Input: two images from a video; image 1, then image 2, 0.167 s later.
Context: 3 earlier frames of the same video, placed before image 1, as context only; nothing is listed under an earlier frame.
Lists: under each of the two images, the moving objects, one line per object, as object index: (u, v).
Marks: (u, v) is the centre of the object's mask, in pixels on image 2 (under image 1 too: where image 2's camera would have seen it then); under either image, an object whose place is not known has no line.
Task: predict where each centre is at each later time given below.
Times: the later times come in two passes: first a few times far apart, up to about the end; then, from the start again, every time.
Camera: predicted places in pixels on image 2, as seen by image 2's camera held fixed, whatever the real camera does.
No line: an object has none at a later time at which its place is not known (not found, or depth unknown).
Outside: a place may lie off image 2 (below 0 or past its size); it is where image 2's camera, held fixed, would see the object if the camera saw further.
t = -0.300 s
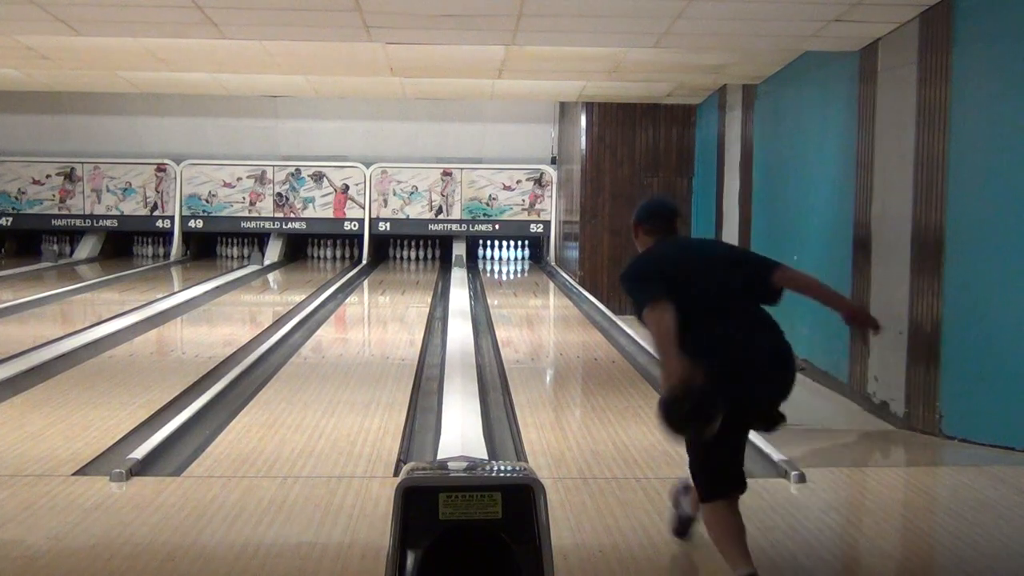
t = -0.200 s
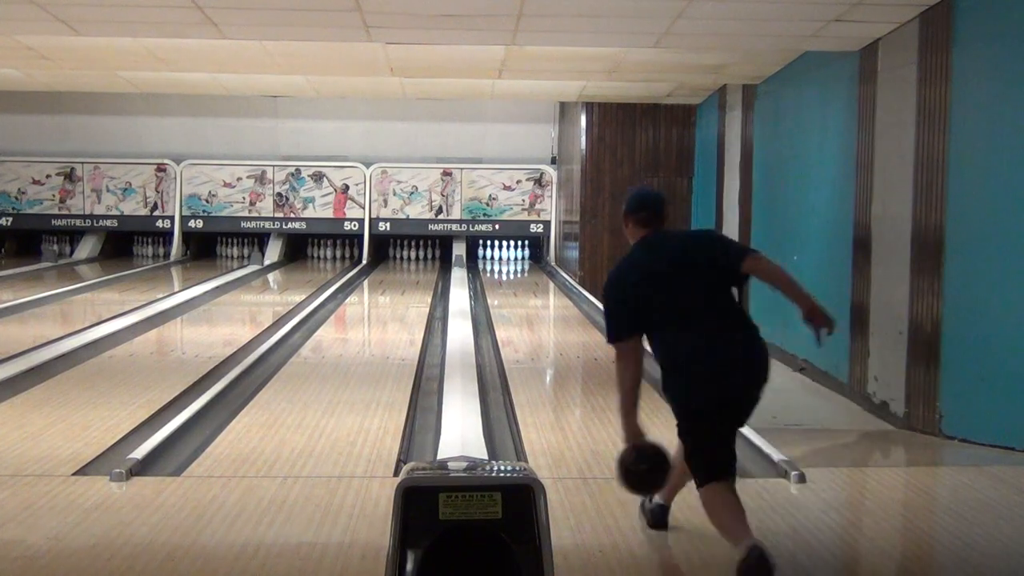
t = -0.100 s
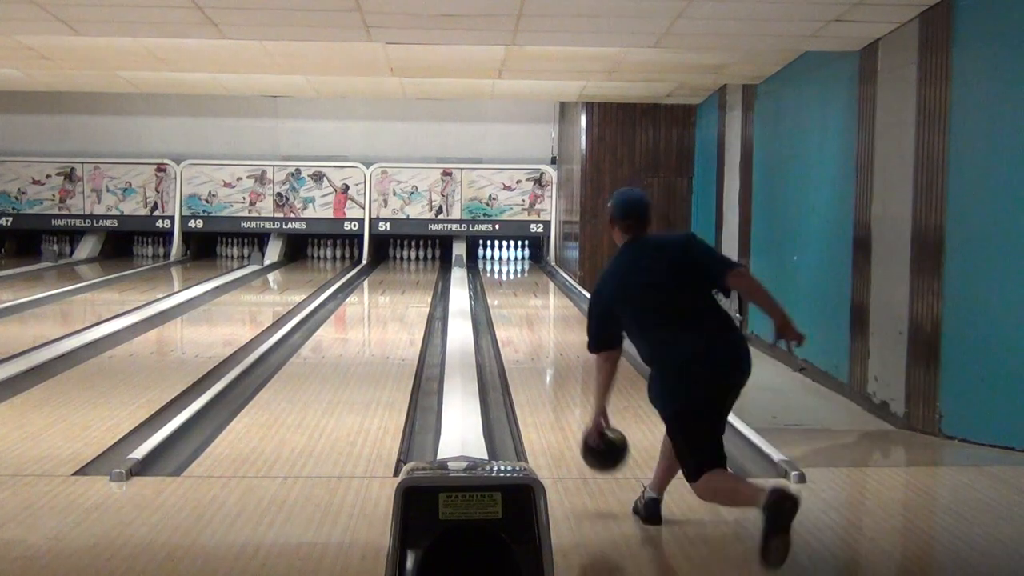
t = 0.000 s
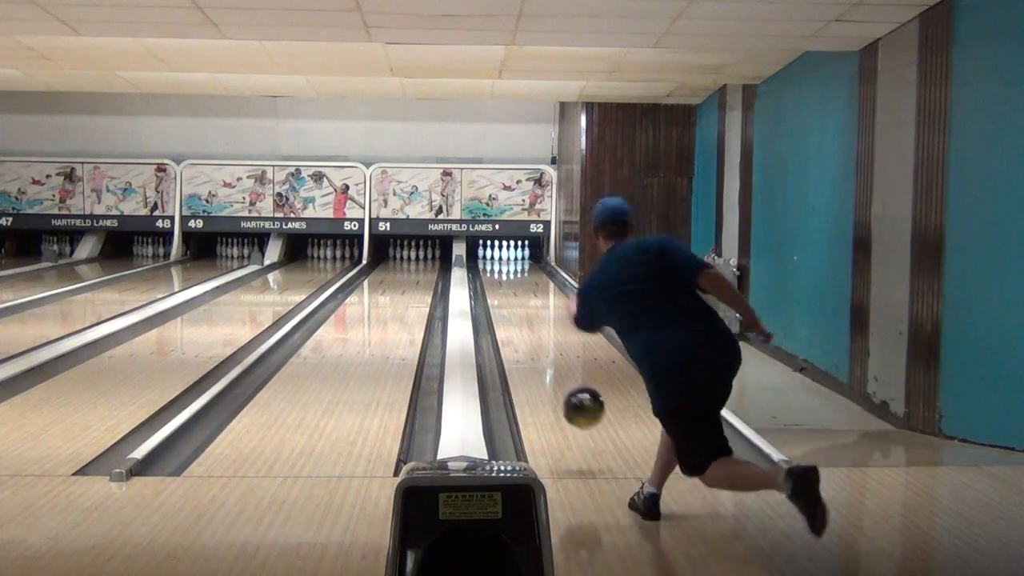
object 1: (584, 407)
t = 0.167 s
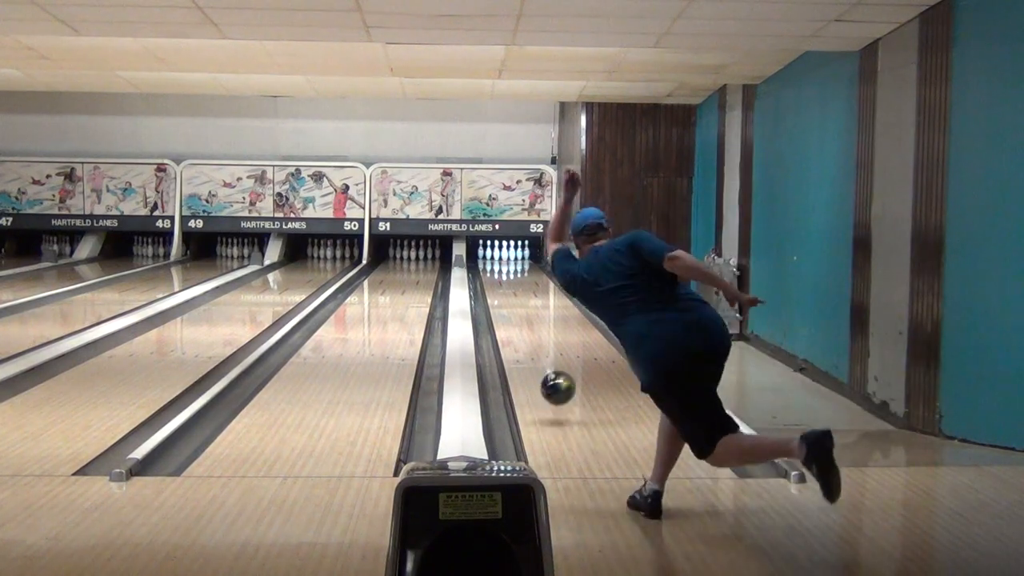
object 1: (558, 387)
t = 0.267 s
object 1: (547, 388)
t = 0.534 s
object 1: (525, 348)
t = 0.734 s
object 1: (514, 328)
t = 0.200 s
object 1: (554, 389)
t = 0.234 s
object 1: (550, 394)
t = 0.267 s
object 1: (547, 388)
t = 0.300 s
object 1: (543, 381)
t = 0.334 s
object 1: (540, 376)
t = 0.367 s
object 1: (537, 371)
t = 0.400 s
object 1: (534, 366)
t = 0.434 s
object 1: (532, 361)
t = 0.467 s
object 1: (529, 357)
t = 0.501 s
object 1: (527, 352)
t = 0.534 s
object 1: (525, 348)
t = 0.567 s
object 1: (523, 344)
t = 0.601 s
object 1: (521, 341)
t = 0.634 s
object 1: (519, 337)
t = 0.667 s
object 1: (517, 334)
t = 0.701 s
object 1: (516, 331)
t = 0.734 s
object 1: (514, 328)
